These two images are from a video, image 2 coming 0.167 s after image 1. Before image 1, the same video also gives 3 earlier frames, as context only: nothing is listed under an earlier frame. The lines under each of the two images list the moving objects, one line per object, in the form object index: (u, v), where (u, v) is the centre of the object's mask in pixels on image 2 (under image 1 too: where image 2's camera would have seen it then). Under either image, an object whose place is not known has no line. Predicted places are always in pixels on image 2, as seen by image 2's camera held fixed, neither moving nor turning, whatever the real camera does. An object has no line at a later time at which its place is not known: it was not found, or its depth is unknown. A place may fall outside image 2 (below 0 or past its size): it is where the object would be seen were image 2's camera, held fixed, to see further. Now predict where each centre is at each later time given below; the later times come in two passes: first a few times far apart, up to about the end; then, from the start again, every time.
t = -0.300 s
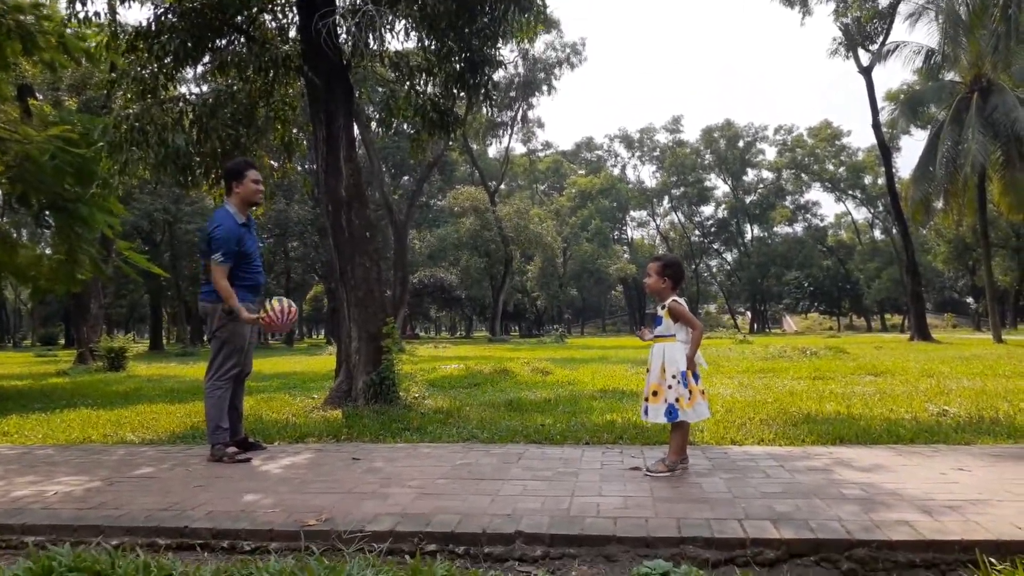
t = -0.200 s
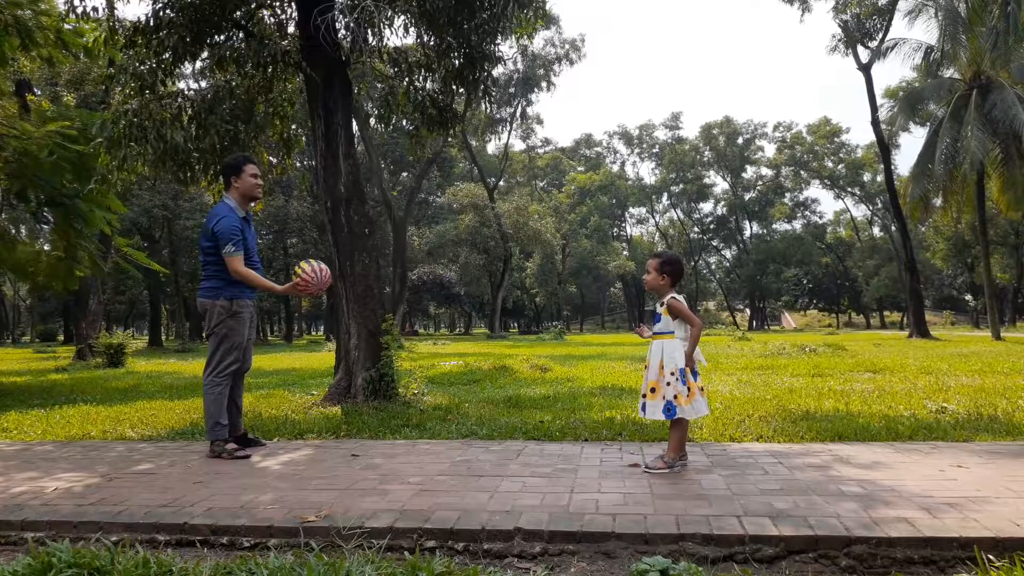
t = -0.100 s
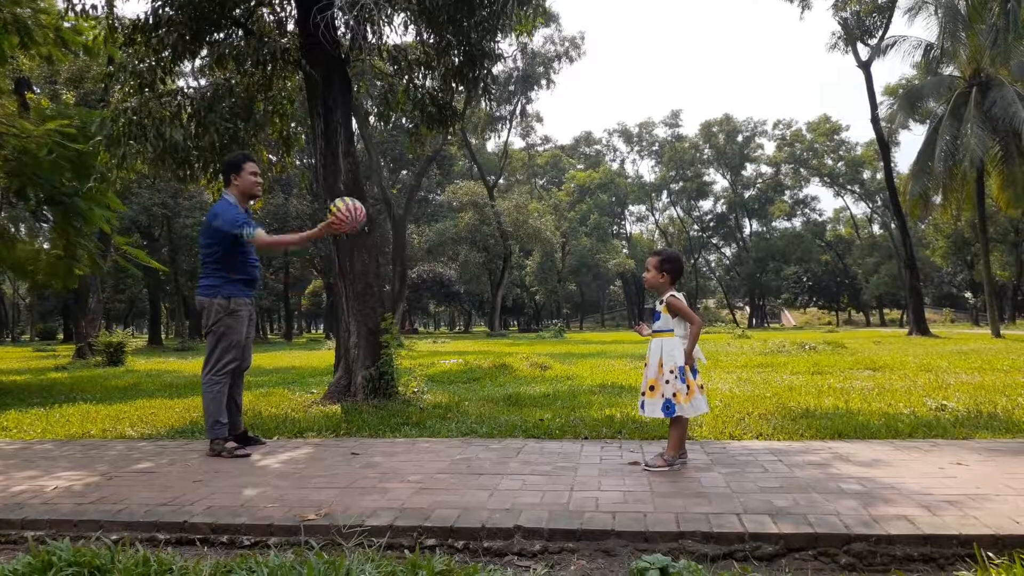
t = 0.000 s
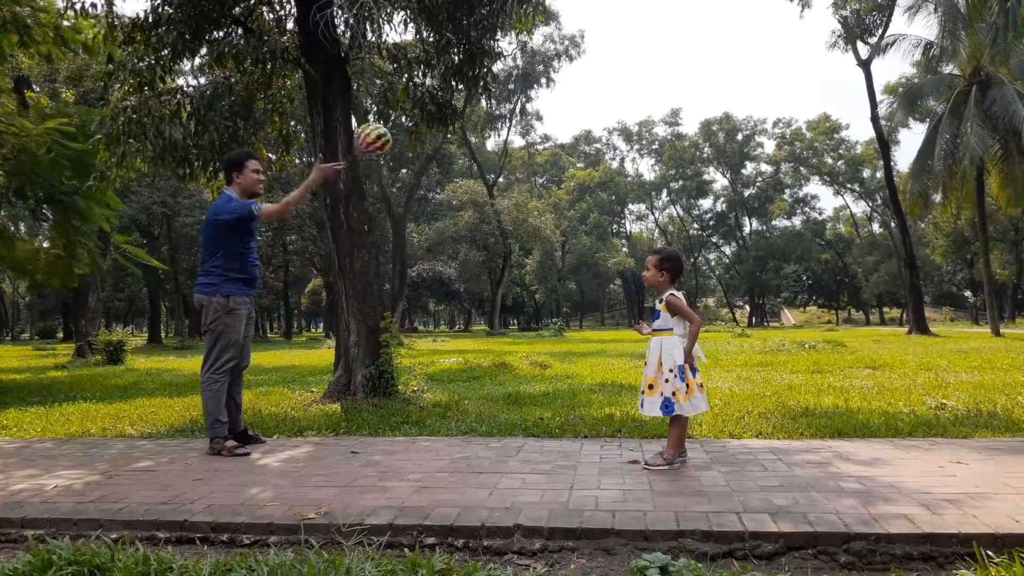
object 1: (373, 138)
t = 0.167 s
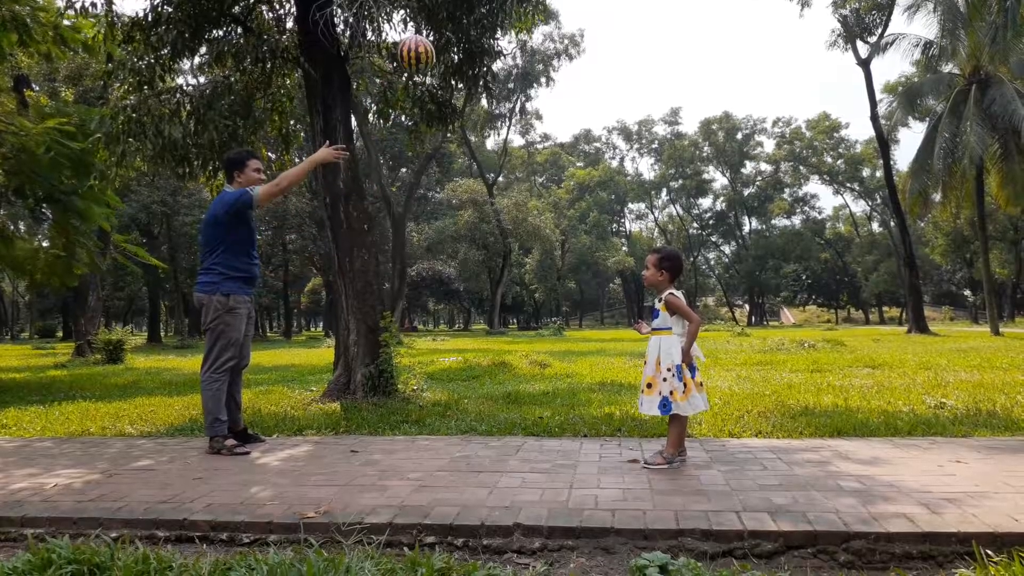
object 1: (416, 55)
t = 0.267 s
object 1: (439, 28)
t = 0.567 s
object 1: (509, 40)
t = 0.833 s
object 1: (564, 200)
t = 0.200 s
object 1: (424, 44)
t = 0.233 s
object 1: (431, 36)
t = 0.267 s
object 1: (439, 28)
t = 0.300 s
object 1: (446, 23)
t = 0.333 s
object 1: (453, 20)
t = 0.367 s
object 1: (459, 19)
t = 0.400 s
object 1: (465, 19)
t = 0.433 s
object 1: (474, 18)
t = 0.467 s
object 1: (481, 19)
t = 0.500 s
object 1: (490, 23)
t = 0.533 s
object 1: (499, 31)
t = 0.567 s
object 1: (509, 40)
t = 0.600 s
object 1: (517, 53)
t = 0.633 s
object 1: (526, 68)
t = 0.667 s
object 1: (533, 87)
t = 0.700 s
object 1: (540, 107)
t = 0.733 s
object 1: (544, 129)
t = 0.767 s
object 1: (552, 151)
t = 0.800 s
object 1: (558, 174)
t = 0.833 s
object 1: (564, 200)
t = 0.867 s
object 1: (571, 228)
